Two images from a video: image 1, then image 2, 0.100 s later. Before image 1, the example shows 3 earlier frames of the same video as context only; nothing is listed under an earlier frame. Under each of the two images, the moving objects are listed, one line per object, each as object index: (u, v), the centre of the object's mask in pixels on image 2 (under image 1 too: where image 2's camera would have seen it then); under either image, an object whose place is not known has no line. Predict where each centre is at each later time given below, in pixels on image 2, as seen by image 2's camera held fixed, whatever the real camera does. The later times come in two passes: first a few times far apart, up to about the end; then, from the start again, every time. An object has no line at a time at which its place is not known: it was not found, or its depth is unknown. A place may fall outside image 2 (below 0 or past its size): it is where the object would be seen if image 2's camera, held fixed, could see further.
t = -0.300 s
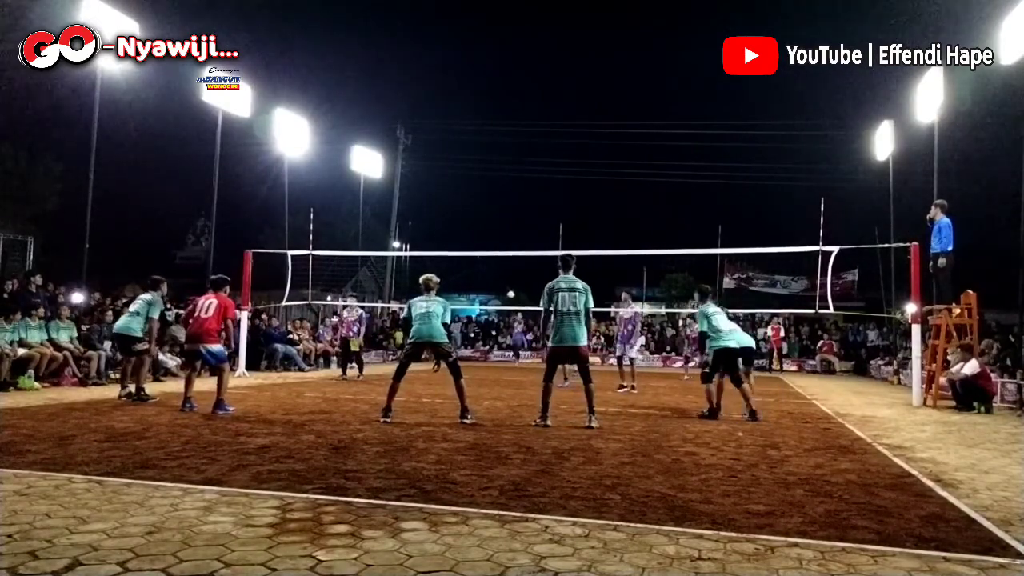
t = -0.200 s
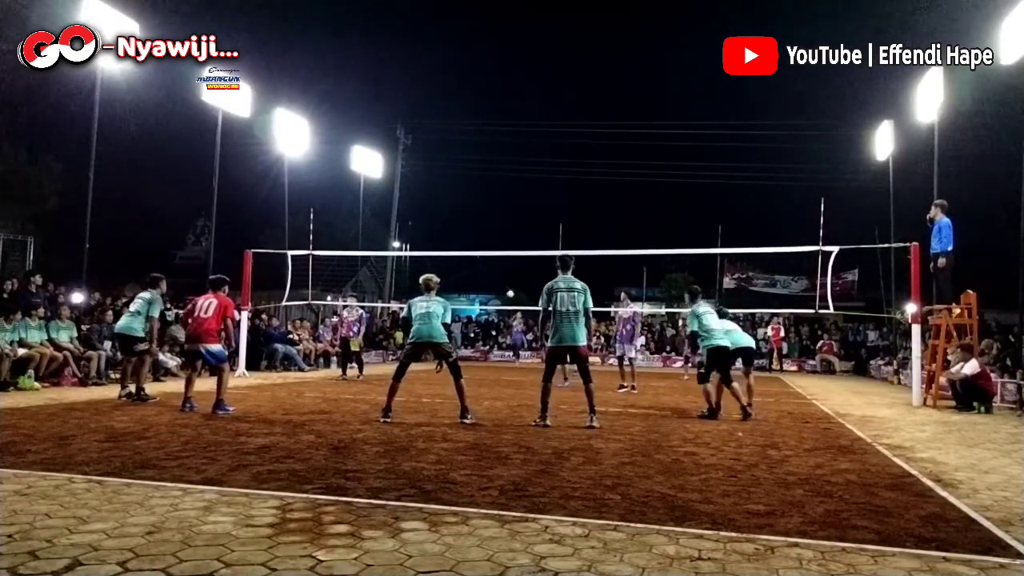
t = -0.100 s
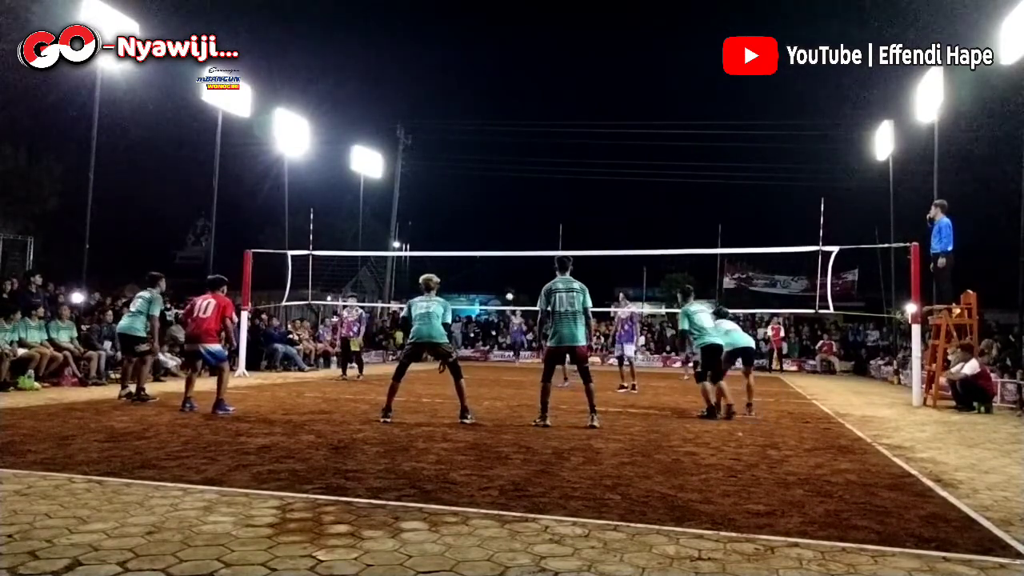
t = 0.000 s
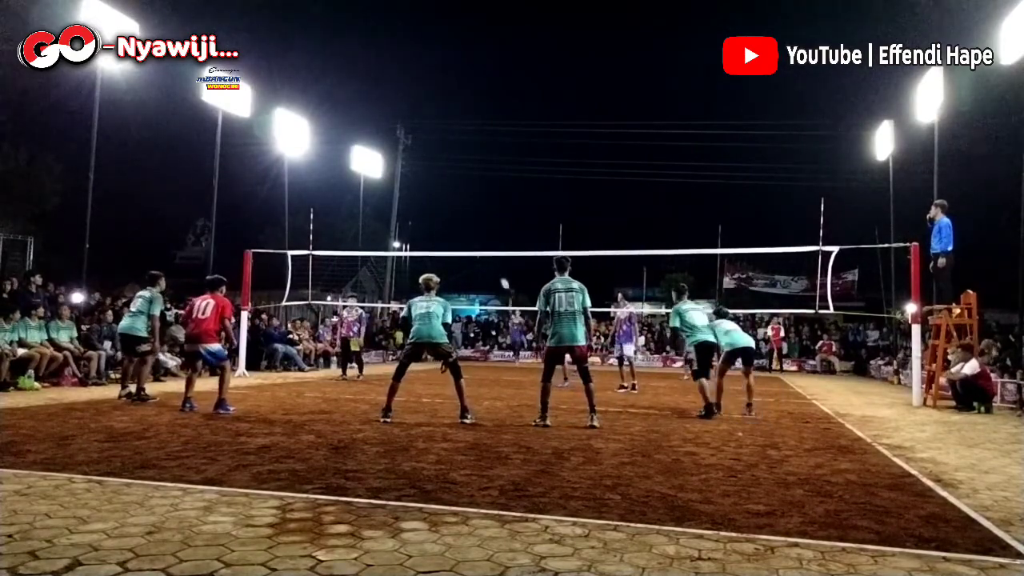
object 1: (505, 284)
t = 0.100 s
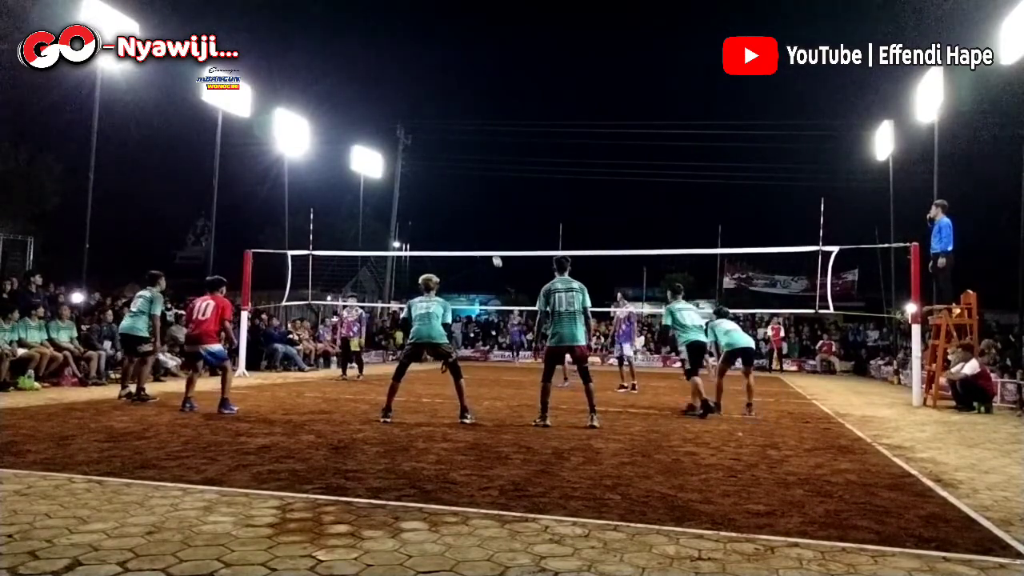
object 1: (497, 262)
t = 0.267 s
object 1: (483, 226)
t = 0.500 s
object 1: (461, 183)
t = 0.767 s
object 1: (427, 146)
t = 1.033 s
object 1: (379, 136)
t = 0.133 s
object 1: (494, 255)
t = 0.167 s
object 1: (492, 246)
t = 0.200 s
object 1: (489, 240)
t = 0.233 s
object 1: (486, 234)
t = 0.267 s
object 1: (483, 226)
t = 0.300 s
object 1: (480, 220)
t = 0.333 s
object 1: (477, 213)
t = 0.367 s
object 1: (474, 207)
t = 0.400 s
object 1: (470, 201)
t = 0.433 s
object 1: (467, 195)
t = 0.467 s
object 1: (464, 189)
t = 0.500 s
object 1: (461, 183)
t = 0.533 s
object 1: (457, 178)
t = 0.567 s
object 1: (453, 172)
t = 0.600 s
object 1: (450, 167)
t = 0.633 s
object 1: (446, 162)
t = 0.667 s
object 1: (441, 158)
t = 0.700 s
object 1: (437, 153)
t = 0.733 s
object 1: (432, 149)
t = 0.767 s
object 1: (427, 146)
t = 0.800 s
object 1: (422, 143)
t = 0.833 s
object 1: (417, 140)
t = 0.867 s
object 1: (411, 138)
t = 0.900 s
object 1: (406, 136)
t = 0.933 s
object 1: (400, 135)
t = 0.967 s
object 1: (393, 135)
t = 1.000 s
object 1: (386, 136)
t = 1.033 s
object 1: (379, 136)
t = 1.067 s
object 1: (372, 138)
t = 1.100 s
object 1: (363, 140)
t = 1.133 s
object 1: (352, 144)
